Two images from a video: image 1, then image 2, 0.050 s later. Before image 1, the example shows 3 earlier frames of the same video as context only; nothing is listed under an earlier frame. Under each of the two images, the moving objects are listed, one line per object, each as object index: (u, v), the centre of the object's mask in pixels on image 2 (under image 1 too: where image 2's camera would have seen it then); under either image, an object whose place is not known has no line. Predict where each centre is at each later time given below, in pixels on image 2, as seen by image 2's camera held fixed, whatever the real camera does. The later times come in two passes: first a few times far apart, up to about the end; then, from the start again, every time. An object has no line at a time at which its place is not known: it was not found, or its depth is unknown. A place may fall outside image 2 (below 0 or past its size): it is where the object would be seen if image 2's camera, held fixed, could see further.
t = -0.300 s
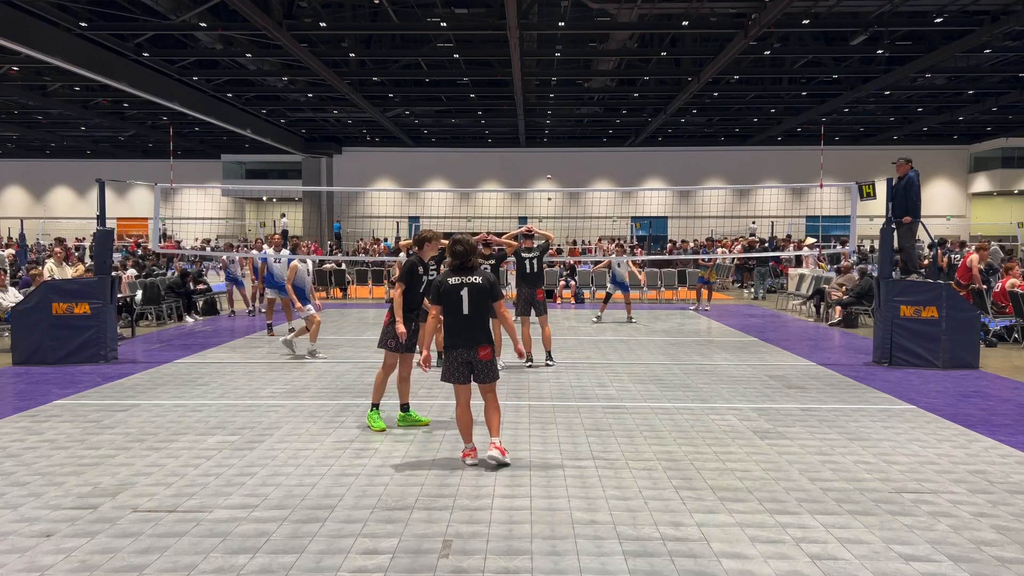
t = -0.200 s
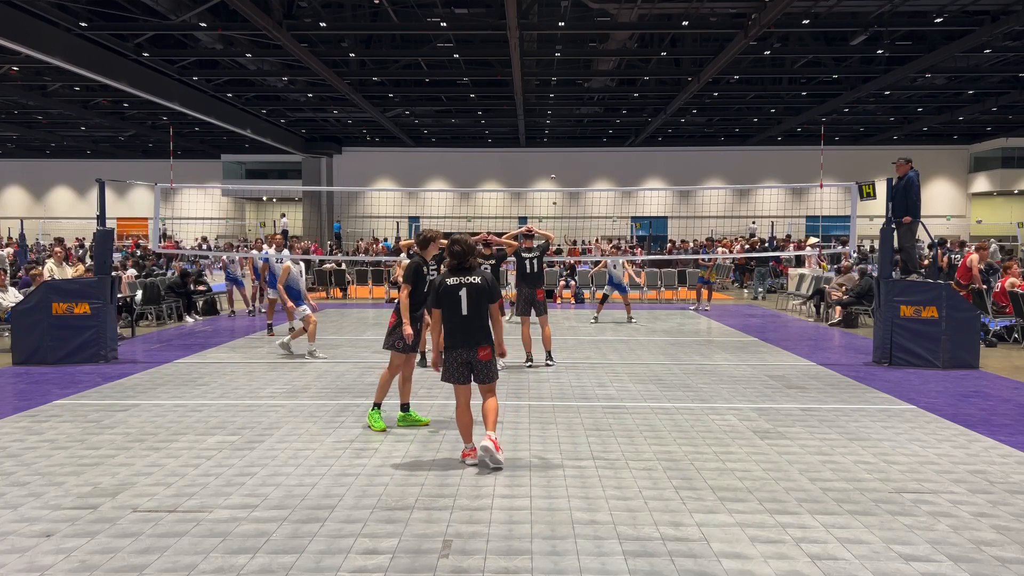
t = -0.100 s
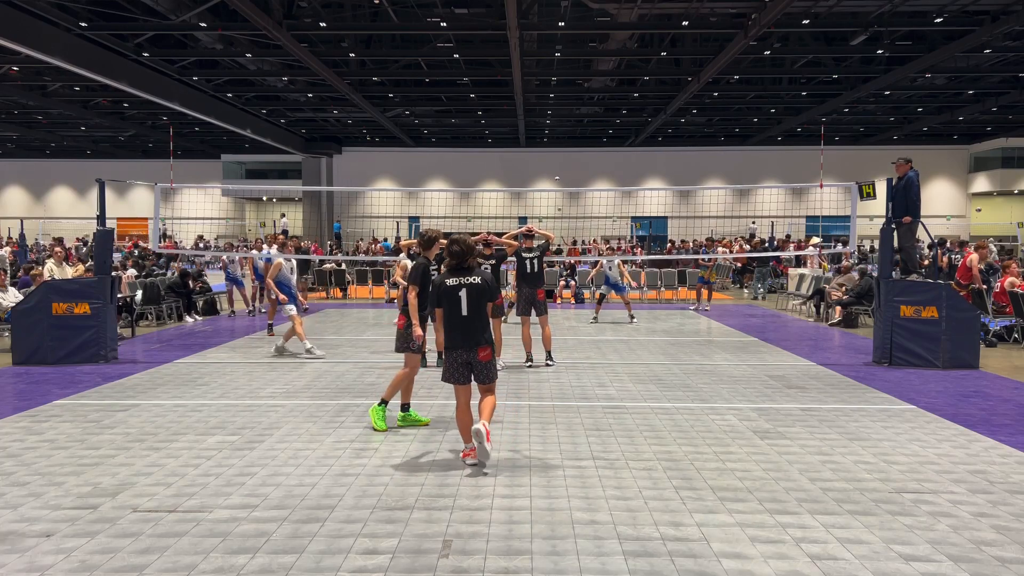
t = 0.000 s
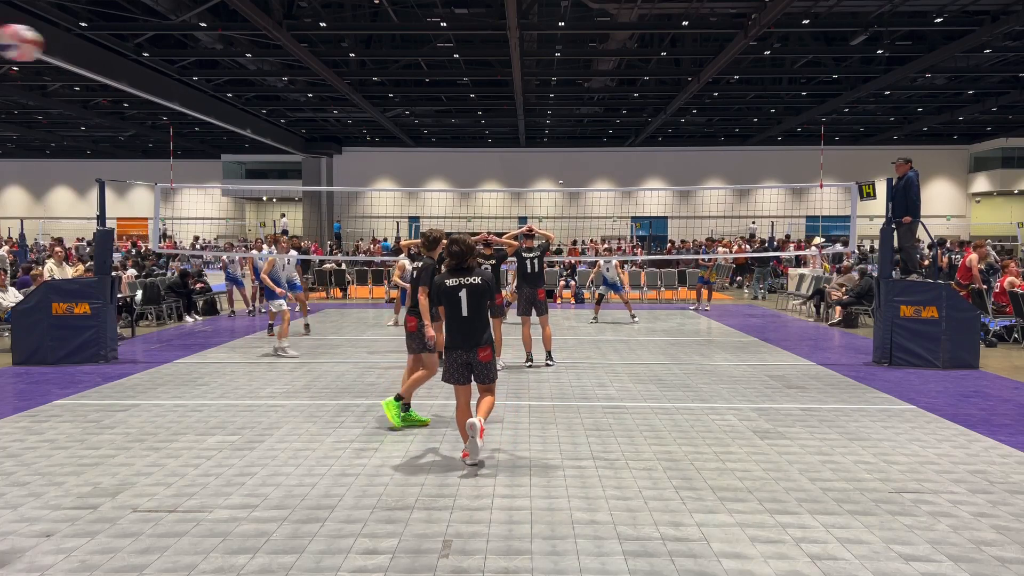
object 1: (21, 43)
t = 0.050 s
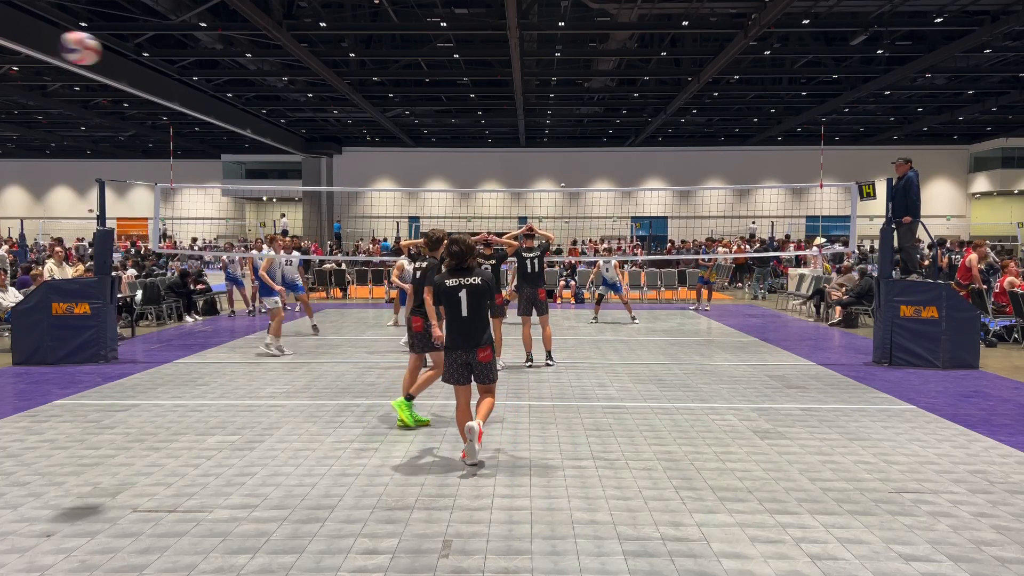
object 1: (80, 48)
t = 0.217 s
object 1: (213, 78)
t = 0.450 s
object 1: (315, 136)
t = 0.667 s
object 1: (365, 203)
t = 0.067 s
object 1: (98, 51)
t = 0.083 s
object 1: (114, 53)
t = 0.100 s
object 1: (129, 56)
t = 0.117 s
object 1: (143, 58)
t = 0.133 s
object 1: (157, 62)
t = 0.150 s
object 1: (169, 65)
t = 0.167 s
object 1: (181, 68)
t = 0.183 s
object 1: (192, 71)
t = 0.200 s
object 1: (203, 75)
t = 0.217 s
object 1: (213, 78)
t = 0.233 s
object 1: (223, 82)
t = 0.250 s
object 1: (232, 86)
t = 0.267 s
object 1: (240, 89)
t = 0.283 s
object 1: (249, 93)
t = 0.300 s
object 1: (257, 97)
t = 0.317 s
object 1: (264, 101)
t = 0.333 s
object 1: (272, 105)
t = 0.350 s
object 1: (279, 109)
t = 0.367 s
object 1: (286, 114)
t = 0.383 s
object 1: (292, 118)
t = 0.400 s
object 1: (298, 122)
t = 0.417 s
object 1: (304, 127)
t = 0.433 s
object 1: (309, 132)
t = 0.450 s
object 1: (315, 136)
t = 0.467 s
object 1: (320, 141)
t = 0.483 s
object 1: (324, 146)
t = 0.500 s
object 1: (329, 151)
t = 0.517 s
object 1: (333, 156)
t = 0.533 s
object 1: (337, 161)
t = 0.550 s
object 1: (341, 166)
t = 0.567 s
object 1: (345, 171)
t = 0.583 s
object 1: (349, 176)
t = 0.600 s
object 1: (352, 180)
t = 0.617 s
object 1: (356, 184)
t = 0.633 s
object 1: (359, 192)
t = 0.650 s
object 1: (363, 197)
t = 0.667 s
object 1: (365, 203)
